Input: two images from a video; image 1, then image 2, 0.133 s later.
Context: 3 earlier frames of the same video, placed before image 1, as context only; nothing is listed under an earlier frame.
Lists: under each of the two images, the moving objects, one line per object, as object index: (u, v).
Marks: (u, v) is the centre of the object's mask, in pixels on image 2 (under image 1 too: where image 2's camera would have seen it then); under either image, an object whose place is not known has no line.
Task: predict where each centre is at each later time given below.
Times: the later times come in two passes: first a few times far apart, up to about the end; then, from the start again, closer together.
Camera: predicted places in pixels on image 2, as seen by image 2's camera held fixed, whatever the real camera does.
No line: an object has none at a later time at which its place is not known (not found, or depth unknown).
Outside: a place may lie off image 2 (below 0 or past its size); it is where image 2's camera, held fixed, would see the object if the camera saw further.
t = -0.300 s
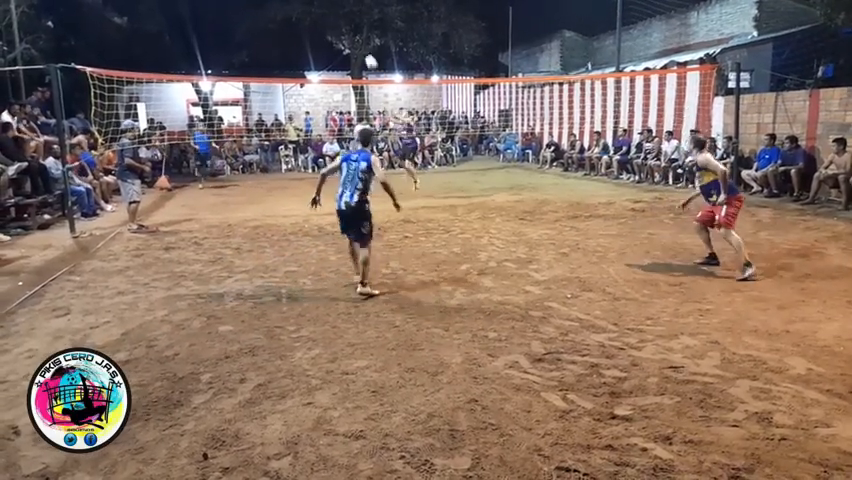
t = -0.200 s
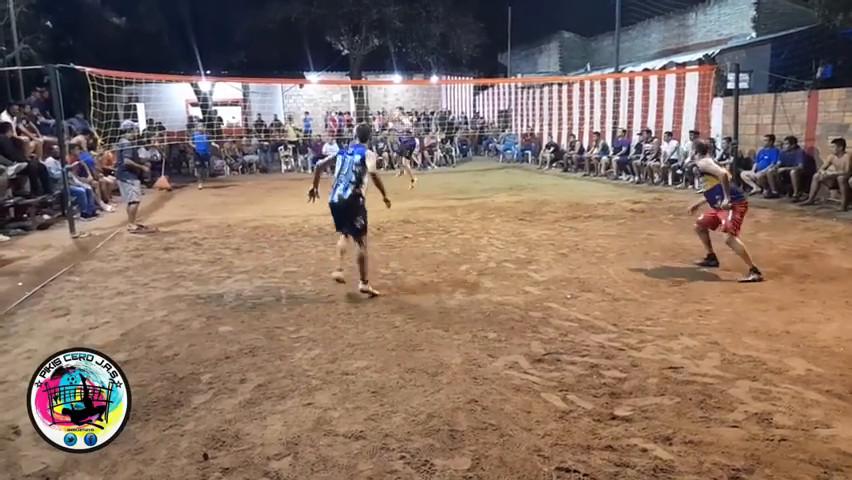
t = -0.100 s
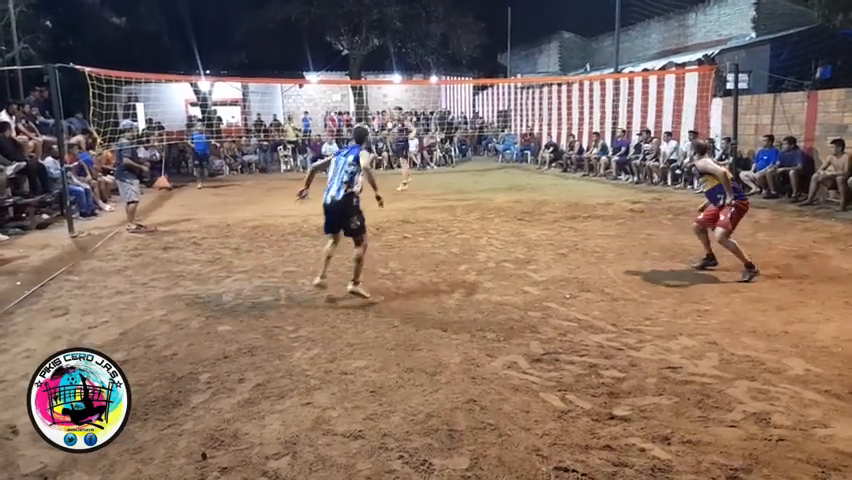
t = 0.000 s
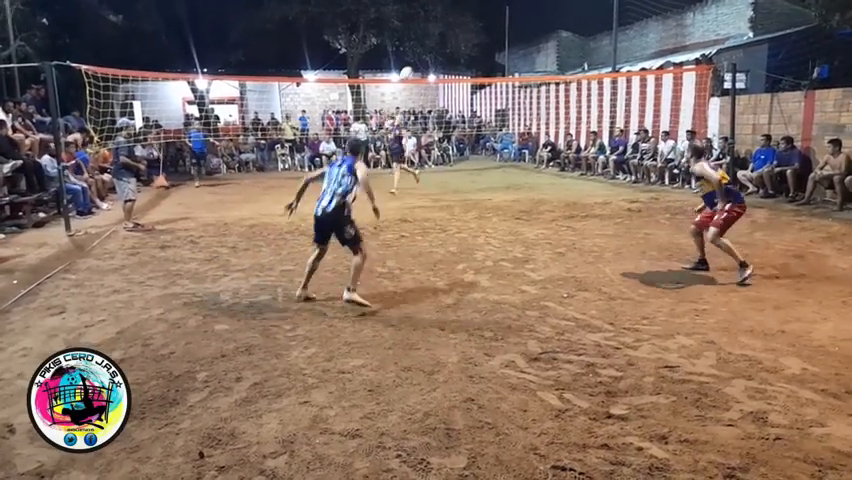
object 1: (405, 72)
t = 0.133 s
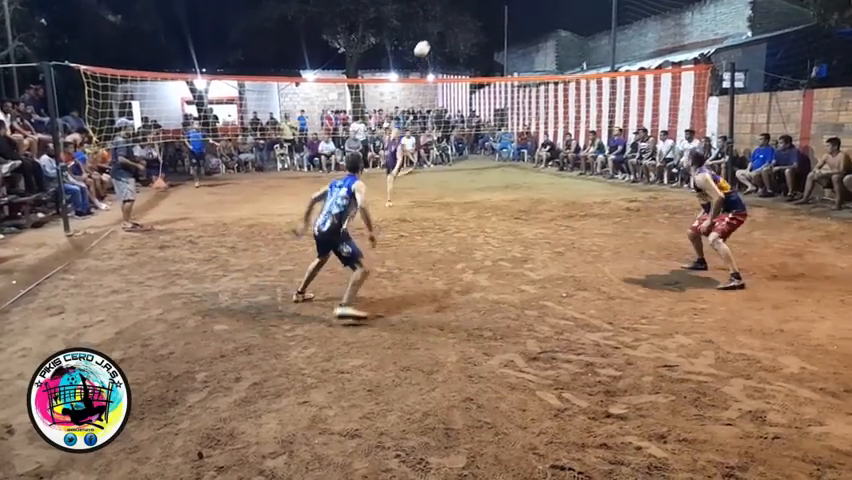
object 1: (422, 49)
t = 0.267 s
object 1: (444, 30)
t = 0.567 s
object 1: (520, 25)
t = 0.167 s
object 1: (427, 43)
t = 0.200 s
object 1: (432, 39)
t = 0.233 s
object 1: (437, 34)
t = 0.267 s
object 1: (444, 30)
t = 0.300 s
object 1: (450, 27)
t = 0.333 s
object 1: (457, 24)
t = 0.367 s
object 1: (464, 22)
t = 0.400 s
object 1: (472, 20)
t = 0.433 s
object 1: (480, 20)
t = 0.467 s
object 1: (489, 20)
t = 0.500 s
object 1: (499, 20)
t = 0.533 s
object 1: (509, 22)
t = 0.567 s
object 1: (520, 25)
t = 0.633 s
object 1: (543, 33)
